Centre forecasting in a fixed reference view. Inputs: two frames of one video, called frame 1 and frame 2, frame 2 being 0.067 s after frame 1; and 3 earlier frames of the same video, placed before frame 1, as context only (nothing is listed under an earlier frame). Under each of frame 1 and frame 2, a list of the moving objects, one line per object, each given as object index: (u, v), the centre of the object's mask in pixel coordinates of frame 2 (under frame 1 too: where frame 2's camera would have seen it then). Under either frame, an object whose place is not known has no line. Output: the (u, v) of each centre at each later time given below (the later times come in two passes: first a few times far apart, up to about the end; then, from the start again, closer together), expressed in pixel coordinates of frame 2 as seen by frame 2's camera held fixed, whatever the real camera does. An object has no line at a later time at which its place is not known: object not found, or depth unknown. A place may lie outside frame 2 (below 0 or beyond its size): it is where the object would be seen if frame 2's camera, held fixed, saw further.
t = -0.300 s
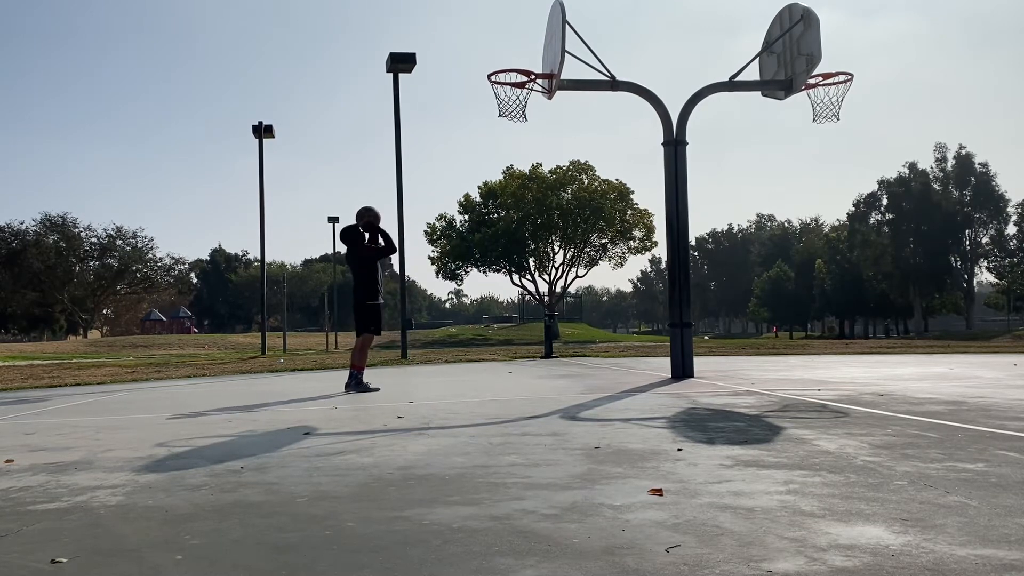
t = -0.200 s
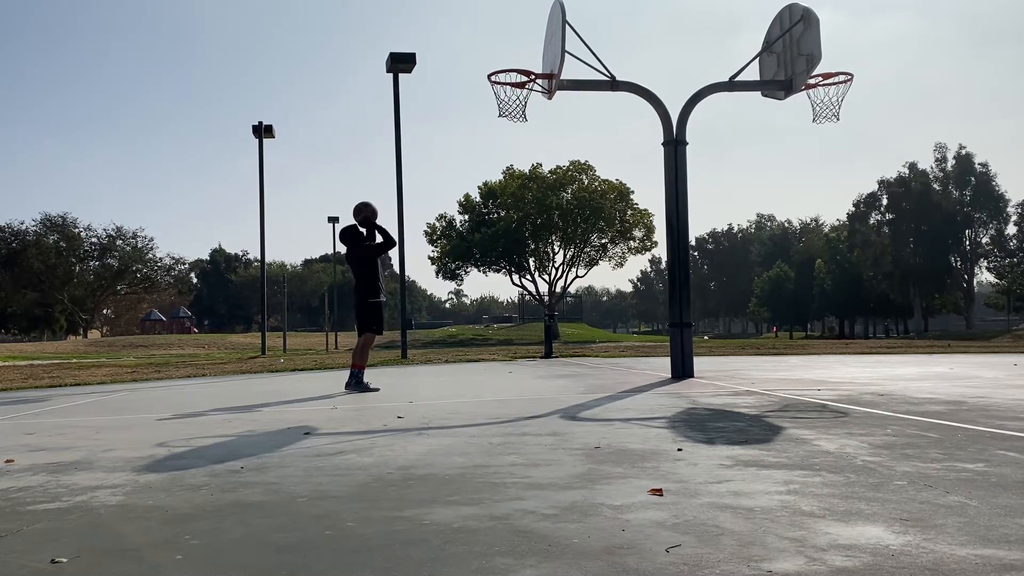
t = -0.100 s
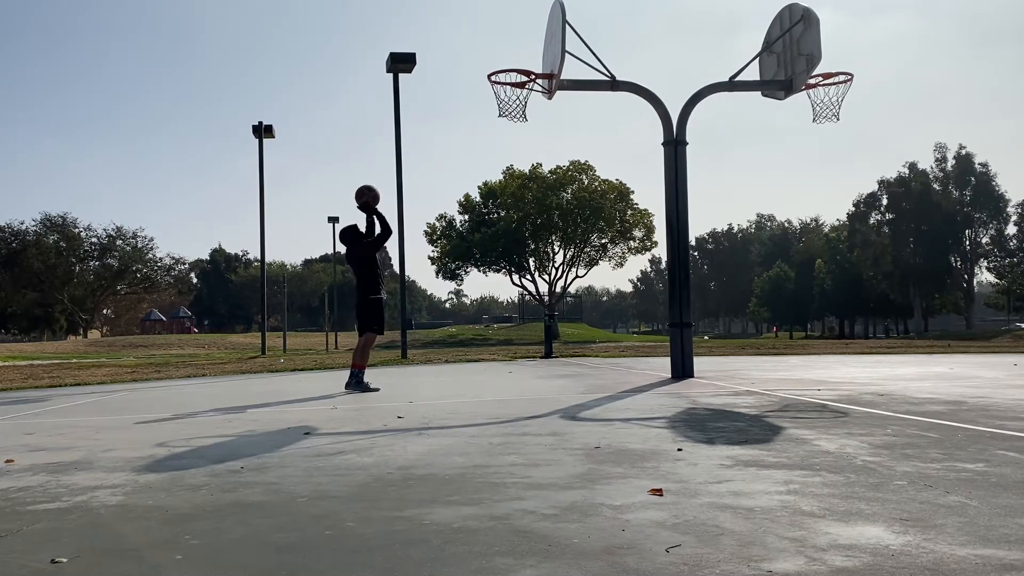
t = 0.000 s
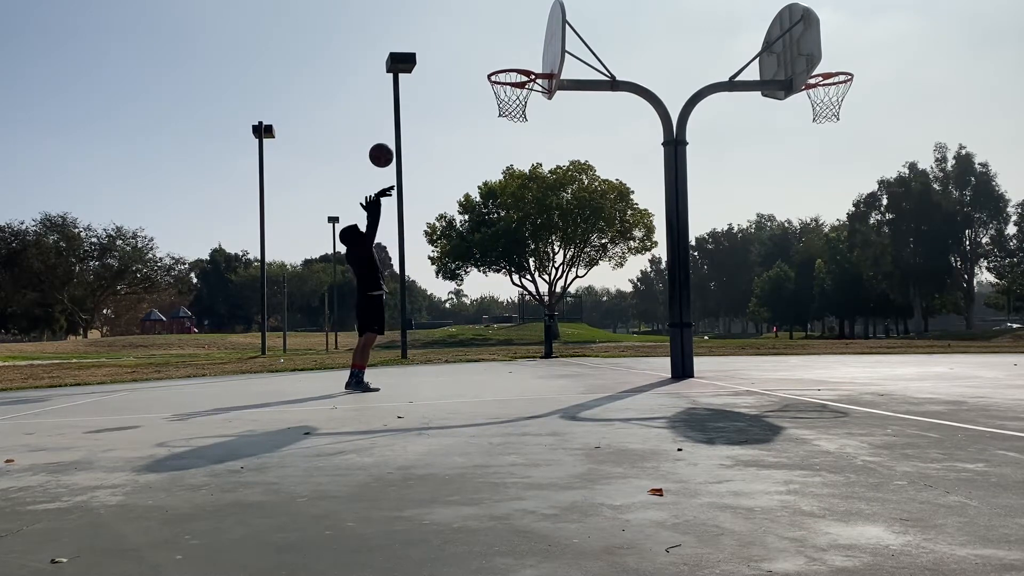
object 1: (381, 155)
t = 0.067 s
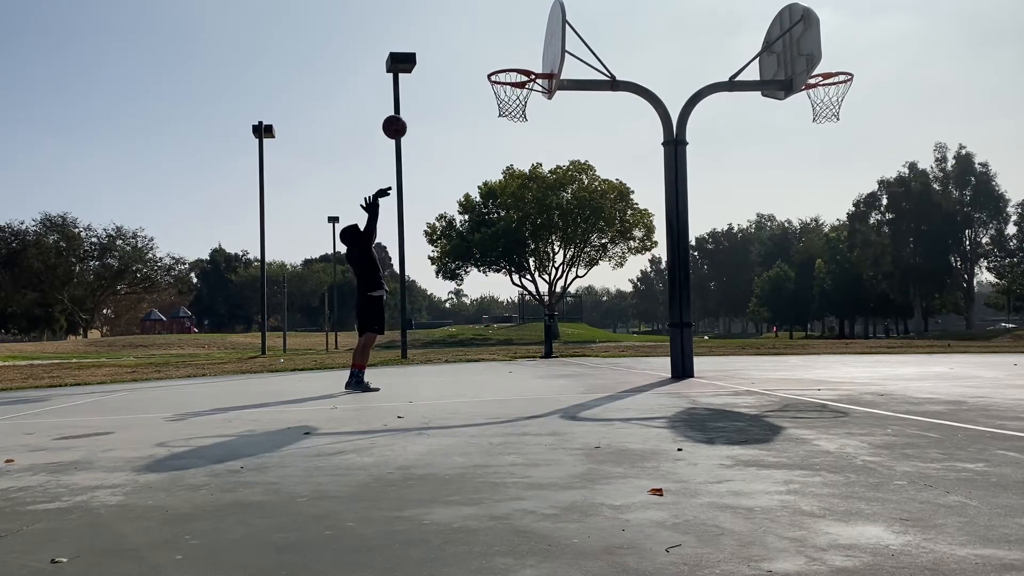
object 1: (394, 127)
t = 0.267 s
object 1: (434, 69)
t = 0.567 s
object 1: (492, 58)
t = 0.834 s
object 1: (530, 107)
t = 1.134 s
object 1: (533, 200)
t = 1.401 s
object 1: (537, 358)
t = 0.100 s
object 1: (401, 115)
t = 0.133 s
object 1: (409, 103)
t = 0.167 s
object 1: (414, 93)
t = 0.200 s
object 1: (421, 84)
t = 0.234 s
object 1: (427, 76)
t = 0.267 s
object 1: (434, 69)
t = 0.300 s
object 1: (440, 64)
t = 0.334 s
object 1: (447, 59)
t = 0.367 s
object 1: (453, 56)
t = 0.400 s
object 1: (460, 53)
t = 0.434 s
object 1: (466, 52)
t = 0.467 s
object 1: (473, 52)
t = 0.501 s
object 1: (479, 53)
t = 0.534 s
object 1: (486, 55)
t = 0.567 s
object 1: (492, 58)
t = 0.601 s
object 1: (499, 62)
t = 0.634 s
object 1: (505, 67)
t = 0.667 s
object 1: (512, 74)
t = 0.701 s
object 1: (518, 82)
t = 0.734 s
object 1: (525, 89)
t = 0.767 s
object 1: (528, 97)
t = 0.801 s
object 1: (530, 102)
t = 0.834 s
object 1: (530, 107)
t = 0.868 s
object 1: (530, 114)
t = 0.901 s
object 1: (530, 121)
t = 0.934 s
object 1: (530, 129)
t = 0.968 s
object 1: (531, 139)
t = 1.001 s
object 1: (531, 149)
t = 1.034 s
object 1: (531, 160)
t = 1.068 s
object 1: (532, 172)
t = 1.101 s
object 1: (532, 185)
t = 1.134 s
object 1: (533, 200)
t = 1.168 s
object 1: (533, 217)
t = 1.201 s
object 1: (533, 234)
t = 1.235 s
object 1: (534, 251)
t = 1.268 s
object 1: (534, 271)
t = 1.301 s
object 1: (535, 291)
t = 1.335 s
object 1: (536, 312)
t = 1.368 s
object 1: (537, 334)
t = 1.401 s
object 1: (537, 358)
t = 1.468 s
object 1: (532, 350)
